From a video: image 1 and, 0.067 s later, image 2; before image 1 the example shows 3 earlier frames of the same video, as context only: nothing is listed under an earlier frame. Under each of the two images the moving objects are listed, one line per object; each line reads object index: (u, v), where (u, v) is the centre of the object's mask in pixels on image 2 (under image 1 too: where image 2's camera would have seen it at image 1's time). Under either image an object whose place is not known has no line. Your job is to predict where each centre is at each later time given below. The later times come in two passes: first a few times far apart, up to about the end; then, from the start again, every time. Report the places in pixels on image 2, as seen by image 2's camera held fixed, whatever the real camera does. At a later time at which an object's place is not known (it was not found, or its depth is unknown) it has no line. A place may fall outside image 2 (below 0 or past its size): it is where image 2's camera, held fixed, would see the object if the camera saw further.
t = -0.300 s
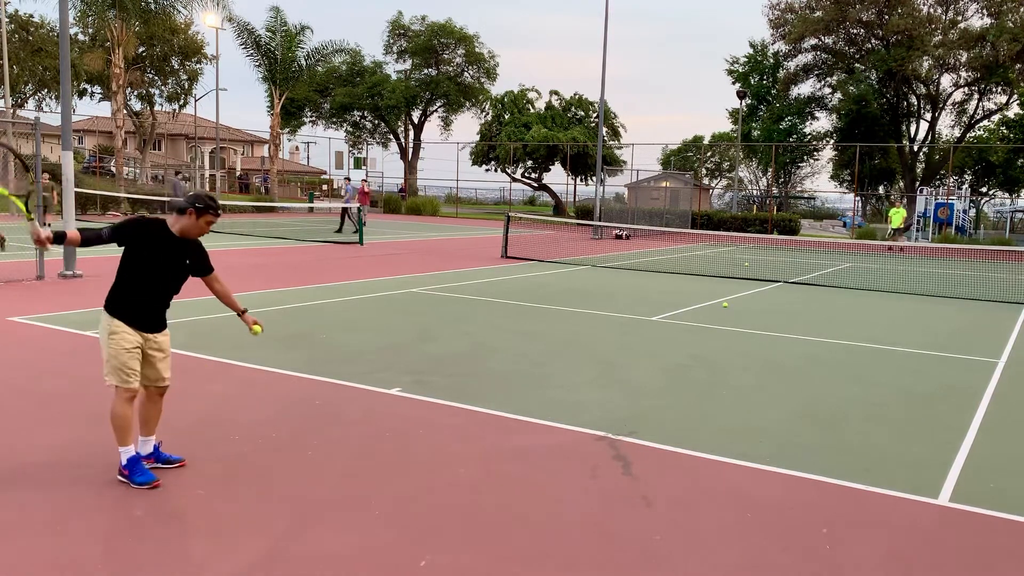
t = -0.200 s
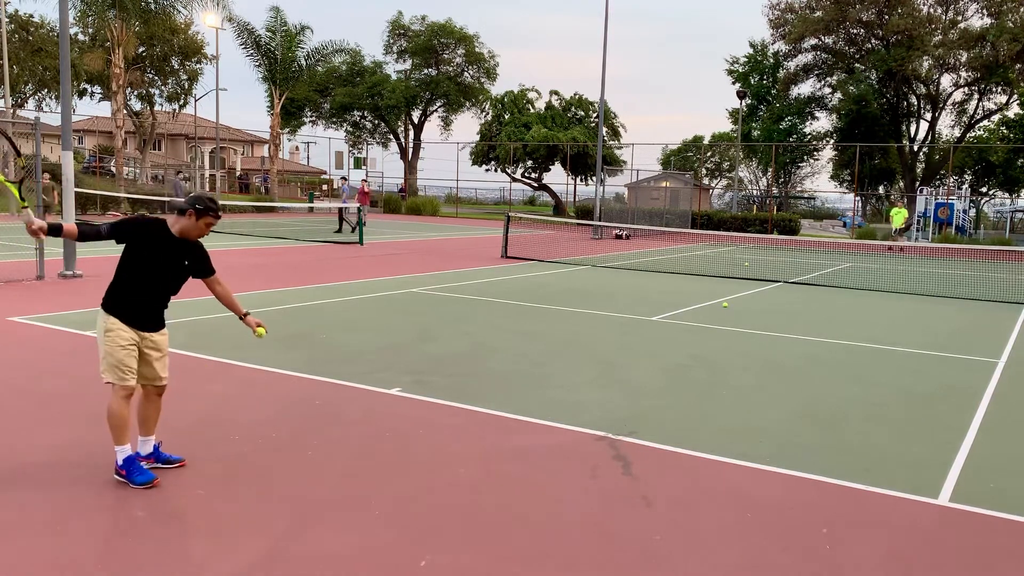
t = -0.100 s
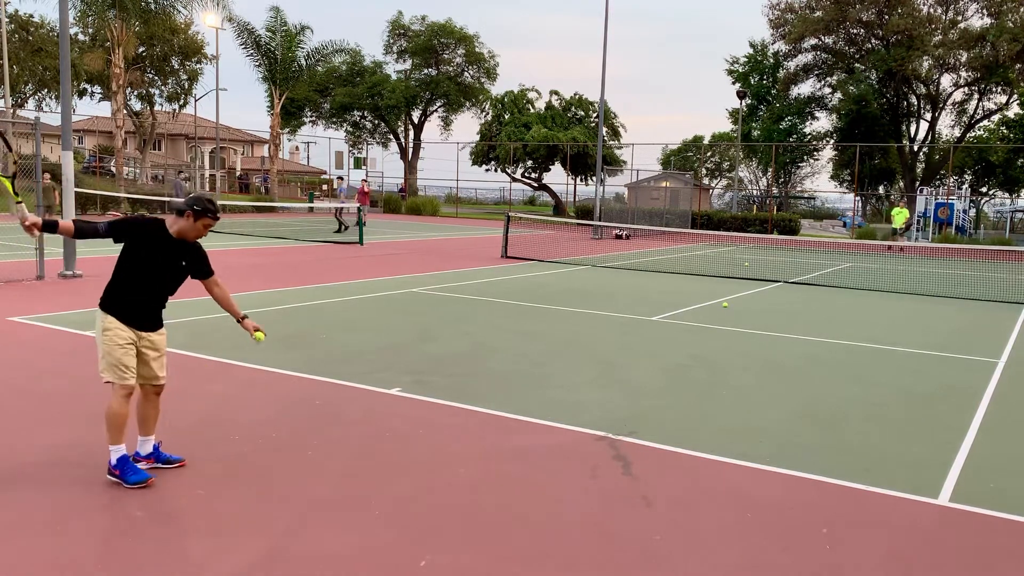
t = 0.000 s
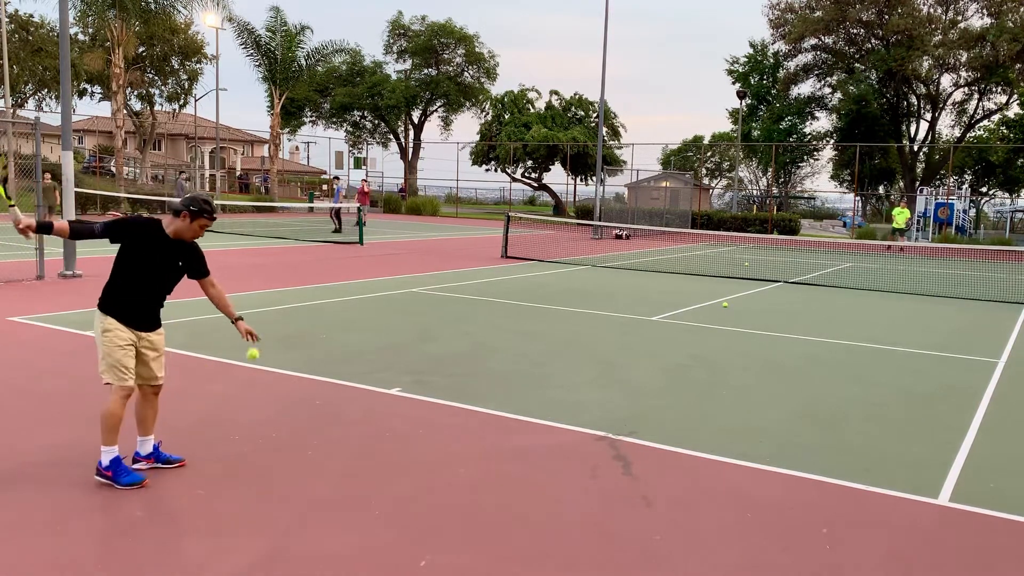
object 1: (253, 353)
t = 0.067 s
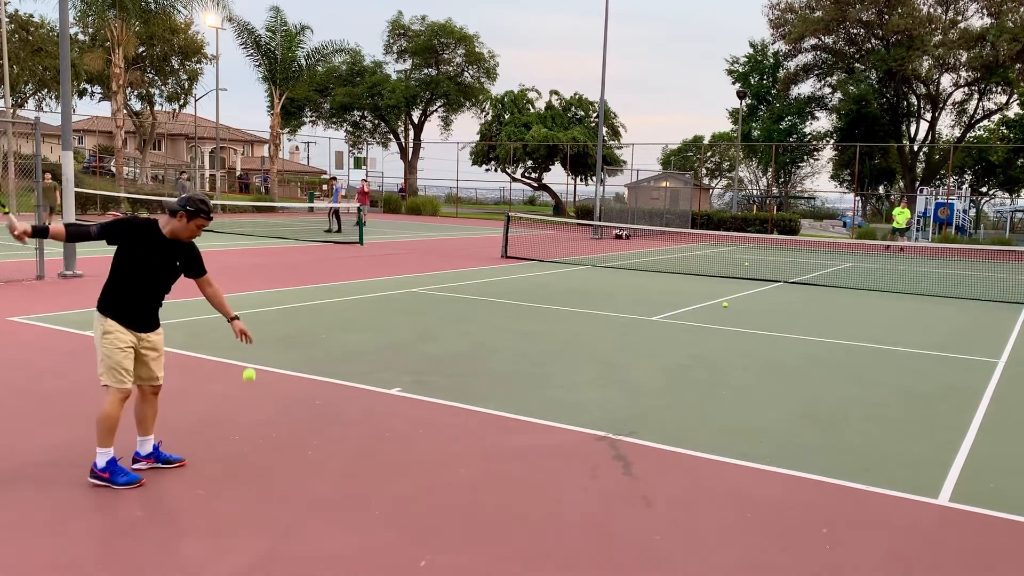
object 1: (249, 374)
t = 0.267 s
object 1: (238, 457)
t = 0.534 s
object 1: (223, 398)
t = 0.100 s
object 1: (247, 388)
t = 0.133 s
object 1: (245, 403)
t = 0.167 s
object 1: (243, 420)
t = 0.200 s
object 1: (242, 440)
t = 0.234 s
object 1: (240, 461)
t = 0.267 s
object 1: (238, 457)
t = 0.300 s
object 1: (236, 443)
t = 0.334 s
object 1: (234, 431)
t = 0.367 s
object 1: (233, 421)
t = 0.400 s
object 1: (231, 412)
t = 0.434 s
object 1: (229, 406)
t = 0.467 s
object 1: (227, 401)
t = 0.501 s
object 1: (225, 398)
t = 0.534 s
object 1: (223, 398)
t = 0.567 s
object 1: (221, 398)
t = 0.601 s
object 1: (219, 401)
